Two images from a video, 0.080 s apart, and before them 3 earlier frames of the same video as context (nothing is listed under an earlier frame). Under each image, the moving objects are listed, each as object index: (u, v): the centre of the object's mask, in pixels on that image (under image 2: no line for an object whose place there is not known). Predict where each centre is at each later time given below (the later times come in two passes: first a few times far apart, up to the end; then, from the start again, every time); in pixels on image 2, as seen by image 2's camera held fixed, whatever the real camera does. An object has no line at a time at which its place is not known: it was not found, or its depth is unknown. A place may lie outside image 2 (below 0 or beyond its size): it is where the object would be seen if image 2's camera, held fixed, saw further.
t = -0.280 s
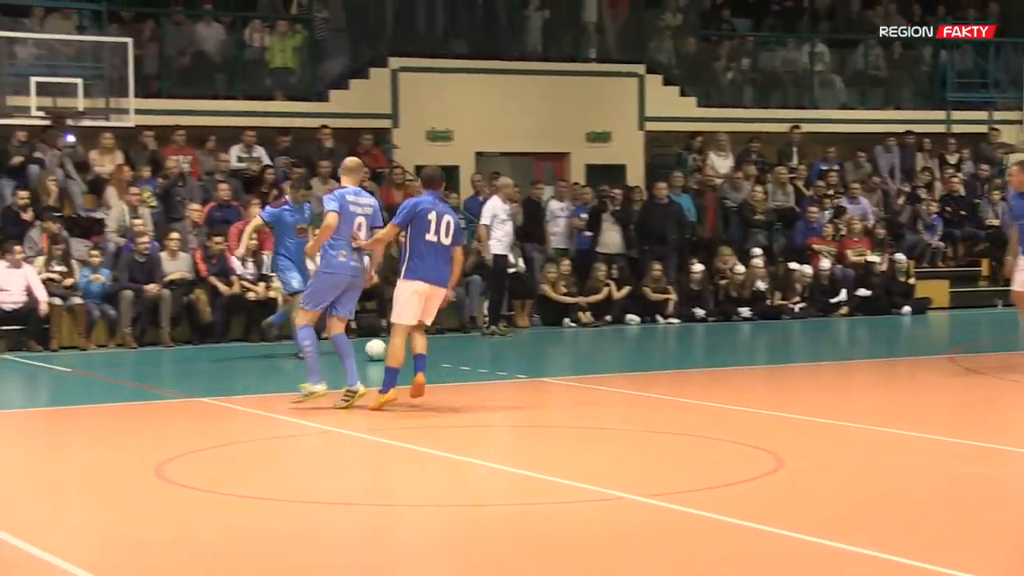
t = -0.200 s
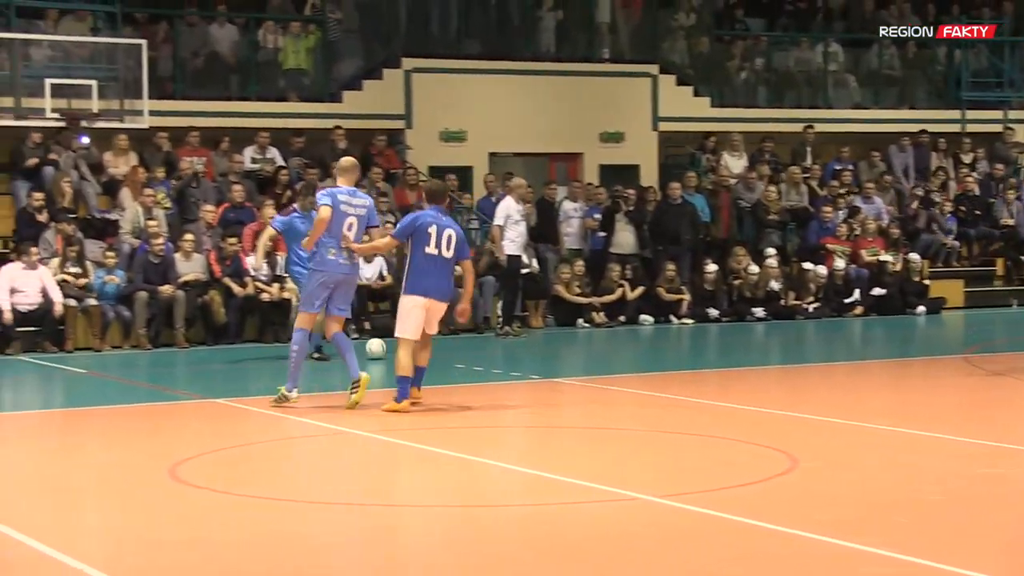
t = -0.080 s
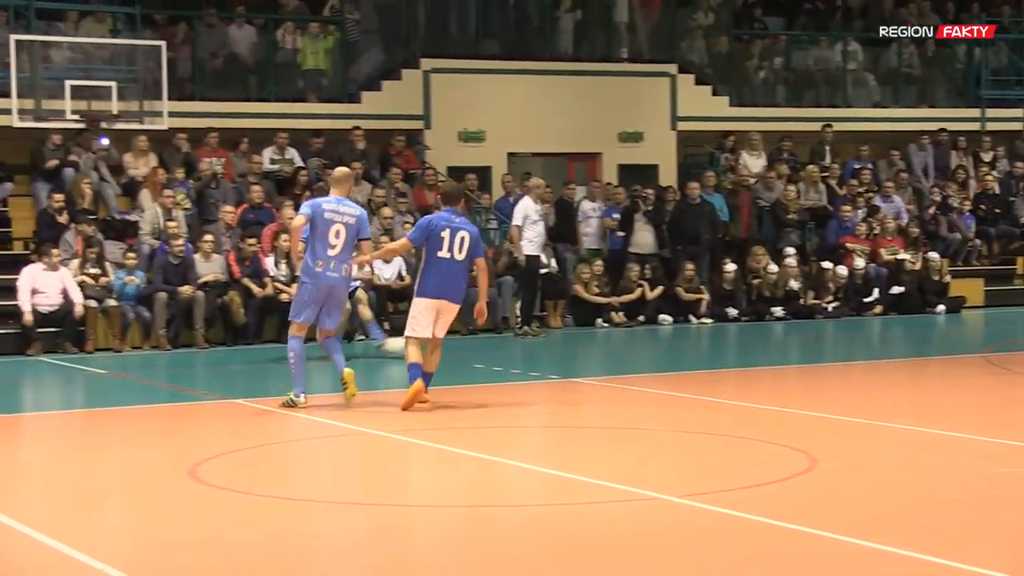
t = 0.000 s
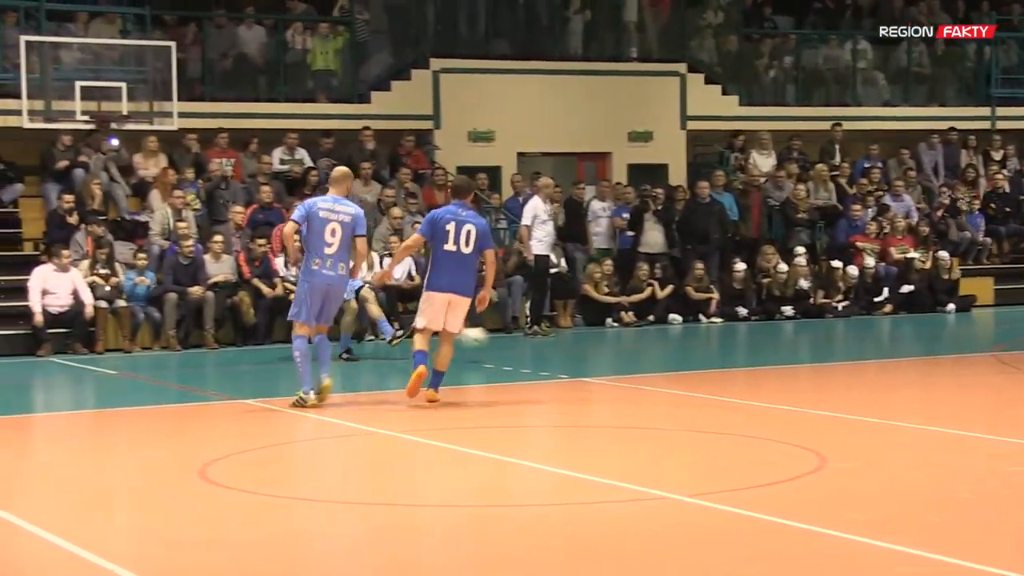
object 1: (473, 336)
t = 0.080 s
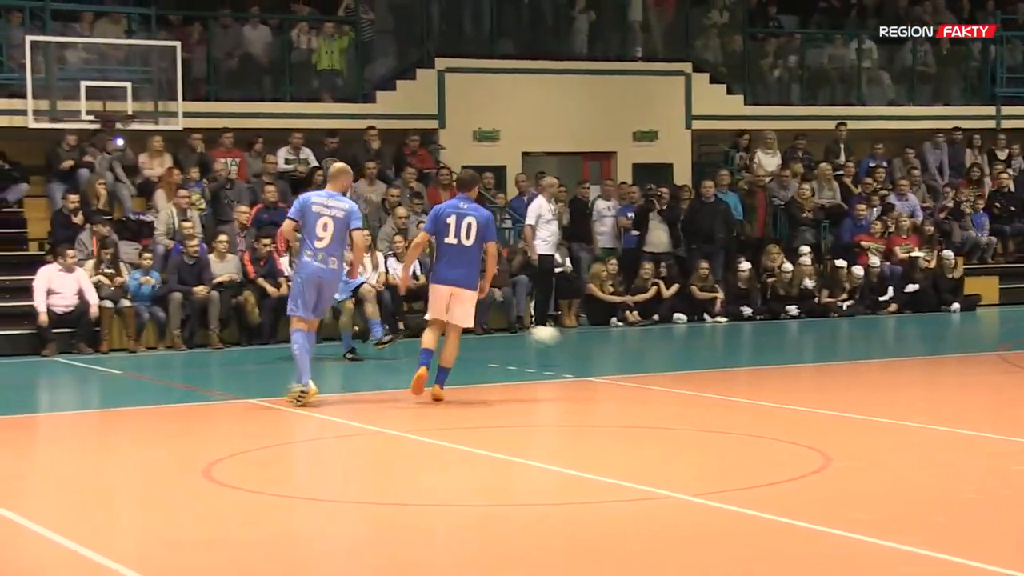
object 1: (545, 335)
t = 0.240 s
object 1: (692, 360)
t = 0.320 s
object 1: (760, 358)
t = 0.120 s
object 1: (580, 338)
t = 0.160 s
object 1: (615, 343)
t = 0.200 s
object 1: (653, 352)
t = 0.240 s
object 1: (692, 360)
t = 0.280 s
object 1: (728, 364)
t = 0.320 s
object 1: (760, 358)
